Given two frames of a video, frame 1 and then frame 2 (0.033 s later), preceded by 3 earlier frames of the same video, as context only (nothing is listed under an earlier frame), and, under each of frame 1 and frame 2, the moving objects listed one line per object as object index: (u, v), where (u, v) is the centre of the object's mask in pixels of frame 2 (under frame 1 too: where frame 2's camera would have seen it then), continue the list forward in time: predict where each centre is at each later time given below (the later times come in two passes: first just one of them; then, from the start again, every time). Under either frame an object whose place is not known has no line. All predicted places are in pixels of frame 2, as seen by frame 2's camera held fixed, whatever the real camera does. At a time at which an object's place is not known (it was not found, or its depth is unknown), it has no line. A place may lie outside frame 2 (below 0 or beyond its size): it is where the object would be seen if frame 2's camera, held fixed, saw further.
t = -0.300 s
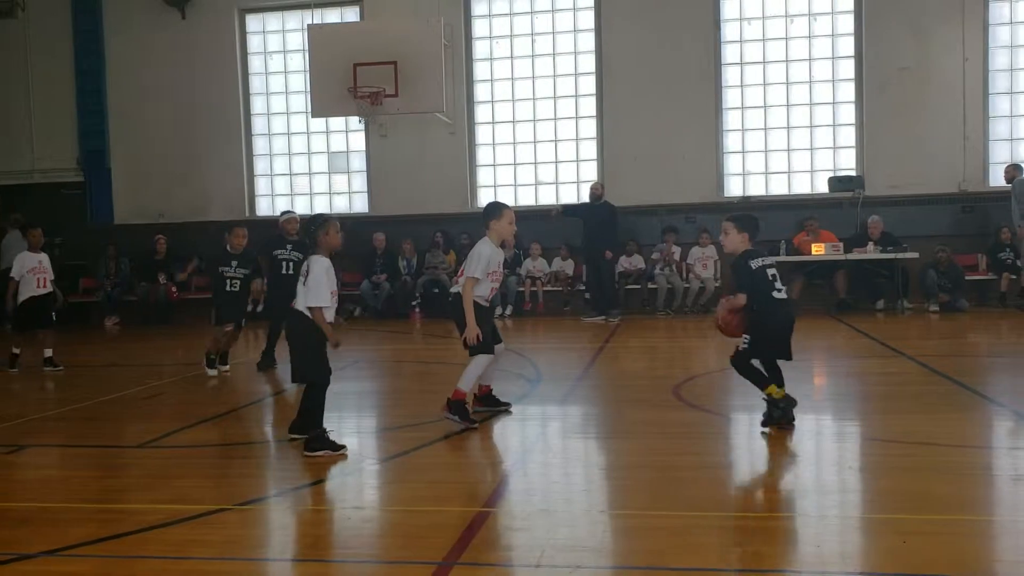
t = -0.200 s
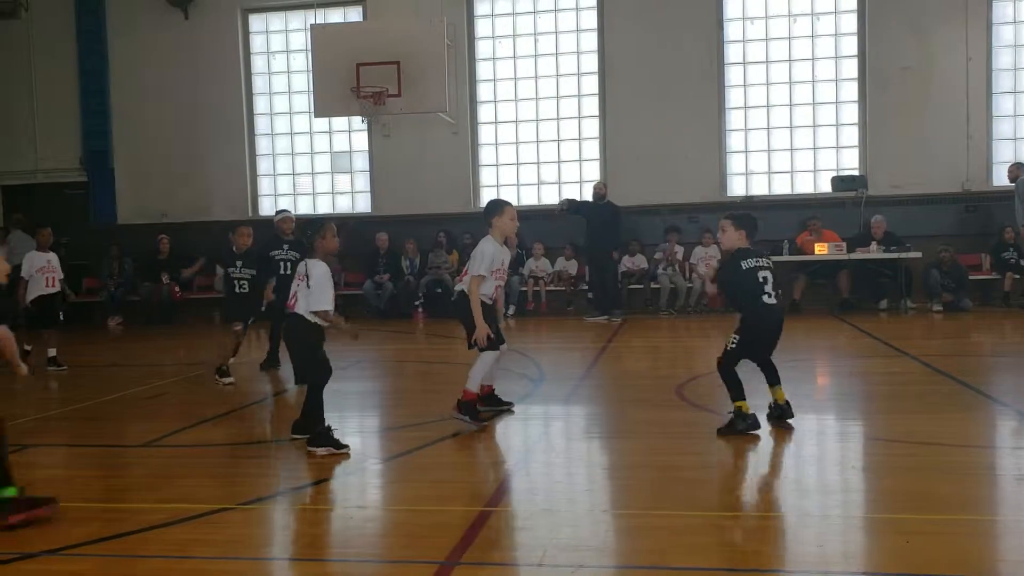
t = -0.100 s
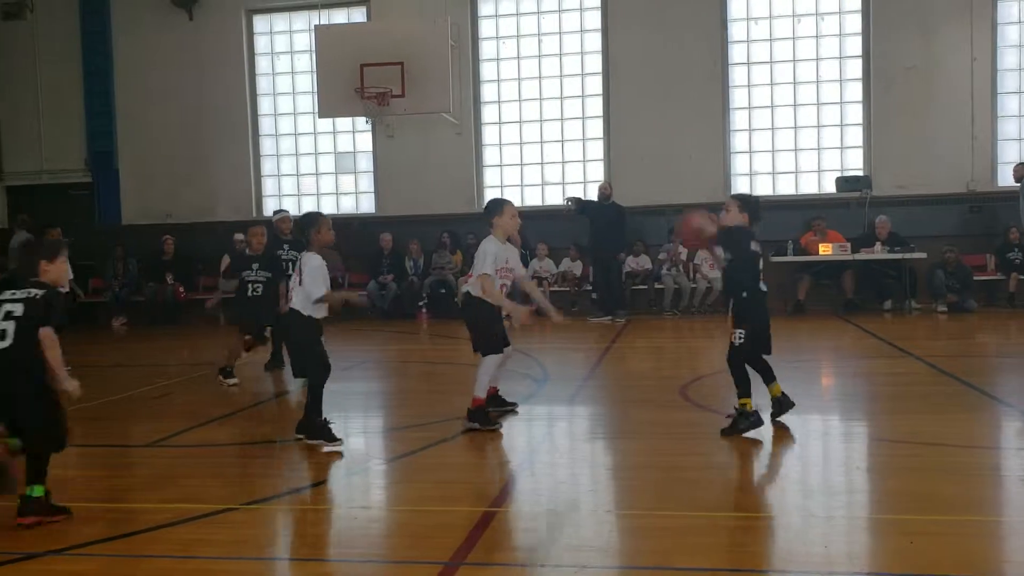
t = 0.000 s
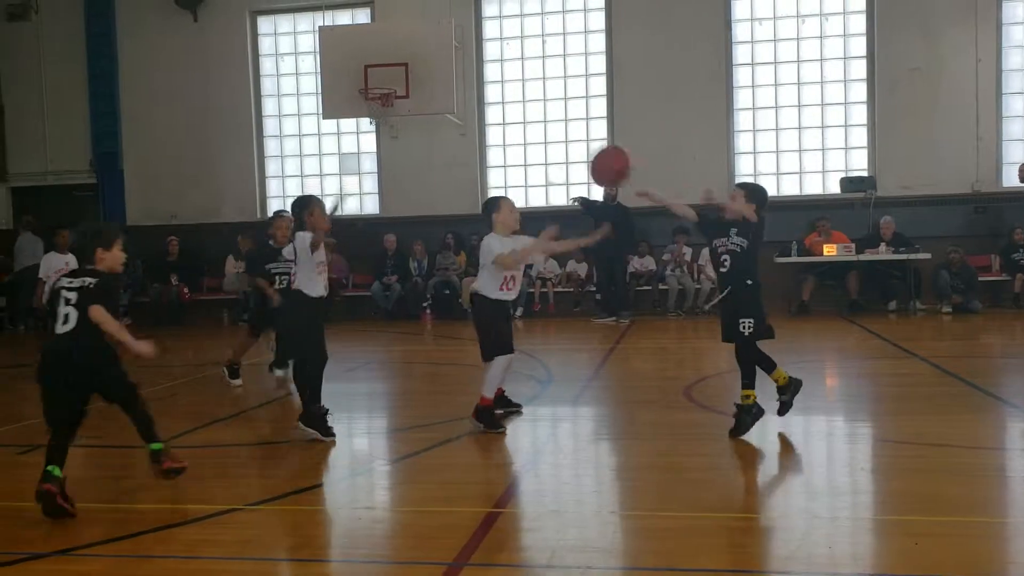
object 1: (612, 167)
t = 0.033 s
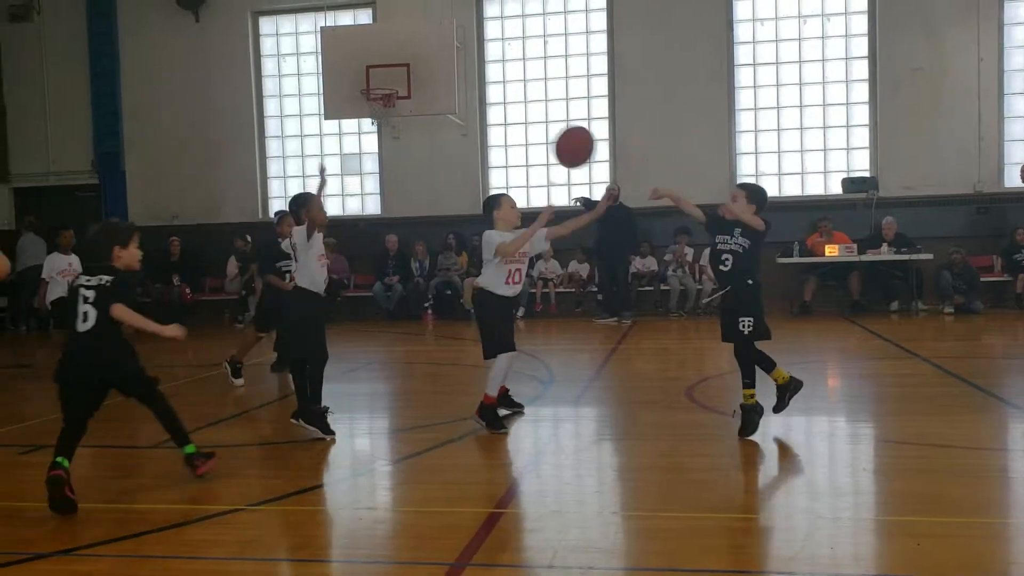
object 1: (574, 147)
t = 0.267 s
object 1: (314, 57)
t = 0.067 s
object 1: (537, 129)
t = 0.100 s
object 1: (500, 112)
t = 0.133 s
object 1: (463, 97)
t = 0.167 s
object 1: (426, 84)
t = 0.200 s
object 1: (389, 74)
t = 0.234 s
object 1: (352, 65)
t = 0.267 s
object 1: (314, 57)
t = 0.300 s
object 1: (276, 52)
